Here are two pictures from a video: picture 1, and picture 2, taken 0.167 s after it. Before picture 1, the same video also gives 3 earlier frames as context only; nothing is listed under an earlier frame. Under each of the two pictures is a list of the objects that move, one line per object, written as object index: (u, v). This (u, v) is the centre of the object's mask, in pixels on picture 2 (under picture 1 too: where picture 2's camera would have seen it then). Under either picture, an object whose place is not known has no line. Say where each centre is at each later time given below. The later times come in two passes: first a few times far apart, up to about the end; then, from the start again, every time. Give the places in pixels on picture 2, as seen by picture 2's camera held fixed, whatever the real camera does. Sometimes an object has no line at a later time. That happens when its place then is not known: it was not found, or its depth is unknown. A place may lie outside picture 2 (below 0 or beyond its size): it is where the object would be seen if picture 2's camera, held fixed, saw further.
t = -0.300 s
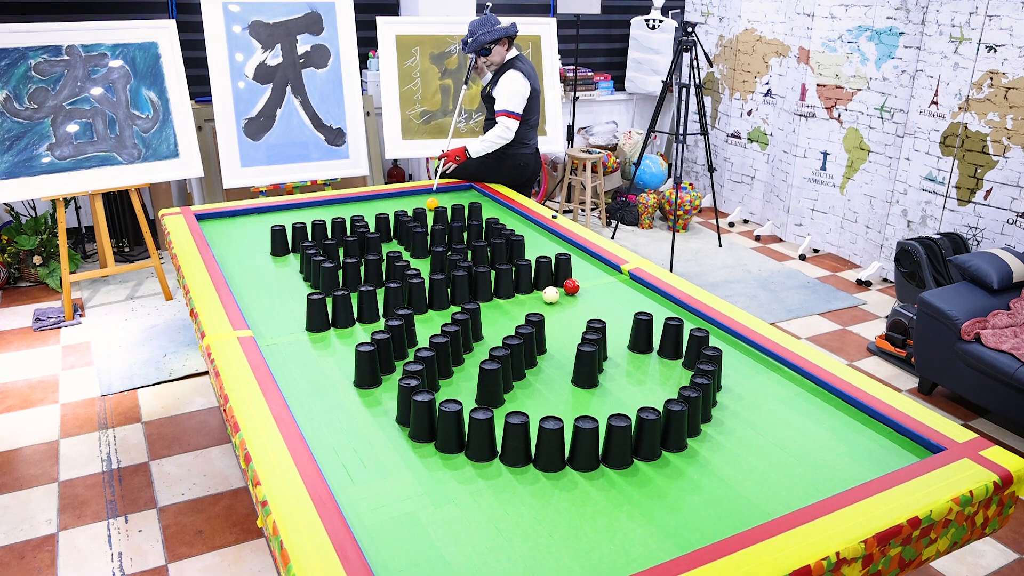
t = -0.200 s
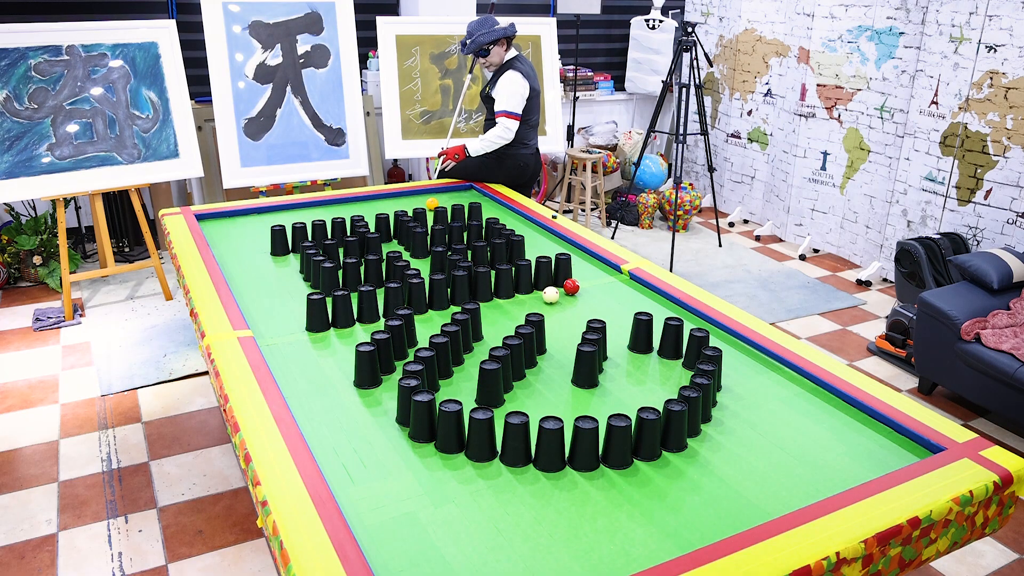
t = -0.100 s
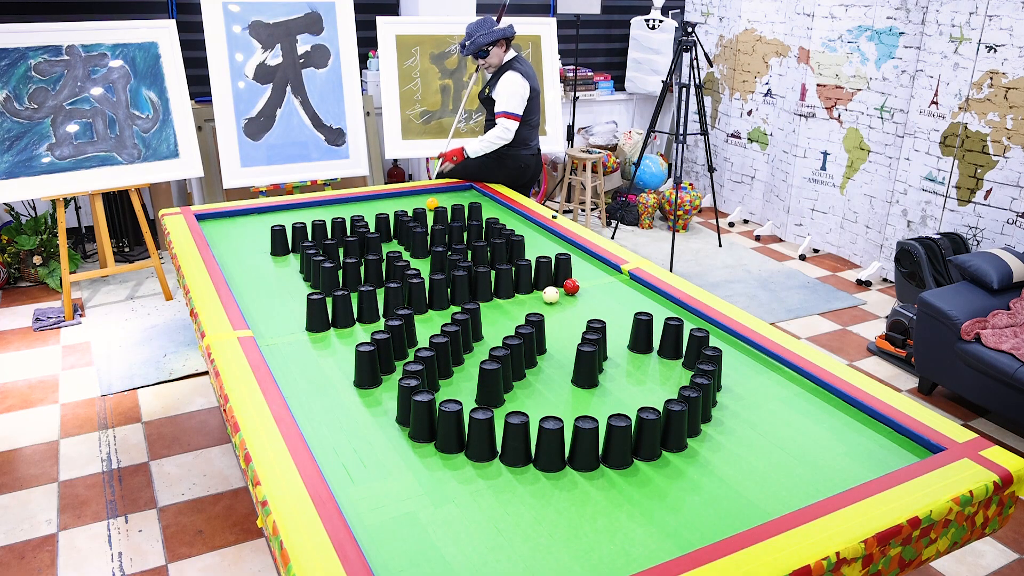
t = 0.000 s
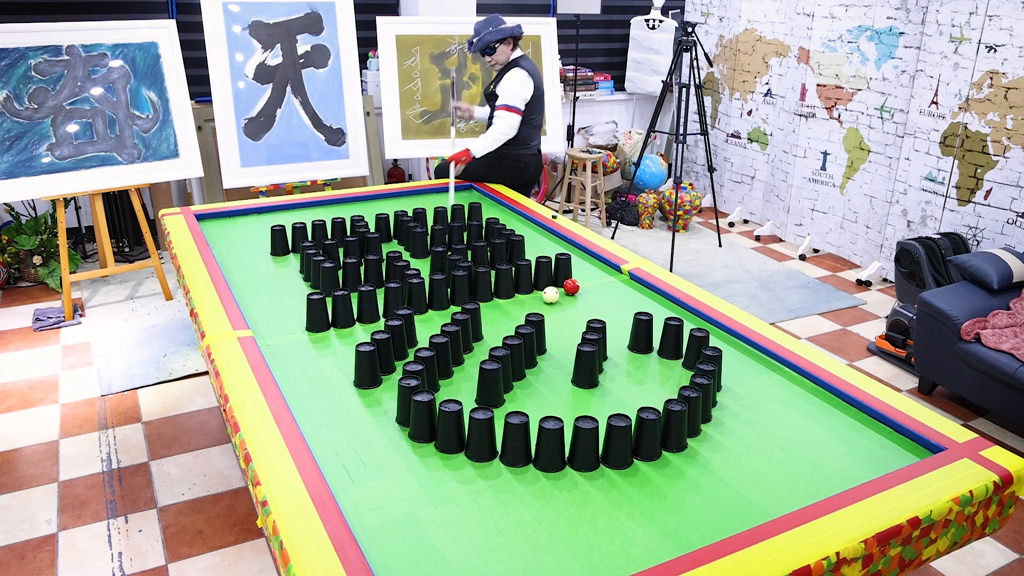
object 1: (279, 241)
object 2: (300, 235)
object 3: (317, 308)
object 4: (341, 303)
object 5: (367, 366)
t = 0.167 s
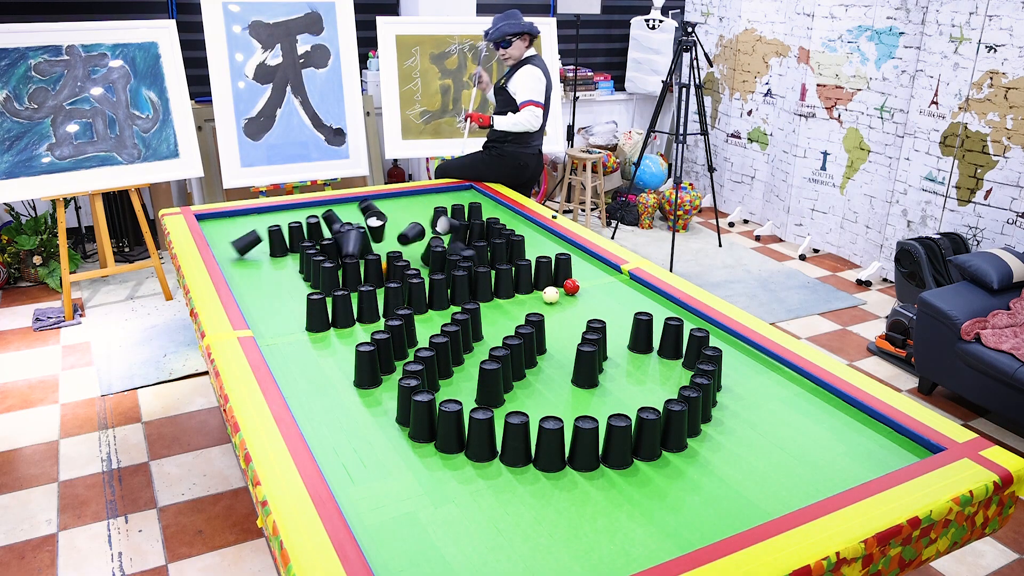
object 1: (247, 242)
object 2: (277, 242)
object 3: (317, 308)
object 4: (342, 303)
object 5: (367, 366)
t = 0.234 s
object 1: (228, 249)
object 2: (269, 242)
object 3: (317, 309)
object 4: (341, 304)
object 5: (367, 366)
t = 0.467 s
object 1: (237, 246)
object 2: (253, 251)
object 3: (283, 316)
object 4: (308, 334)
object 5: (367, 367)
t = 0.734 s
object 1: (242, 244)
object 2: (252, 255)
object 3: (279, 332)
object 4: (289, 363)
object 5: (376, 510)
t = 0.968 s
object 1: (241, 244)
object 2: (251, 255)
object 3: (291, 332)
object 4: (301, 371)
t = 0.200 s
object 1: (237, 245)
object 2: (273, 241)
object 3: (317, 309)
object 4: (342, 303)
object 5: (367, 366)
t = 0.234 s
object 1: (228, 249)
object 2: (269, 242)
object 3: (317, 309)
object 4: (341, 304)
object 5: (367, 366)
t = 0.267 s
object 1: (229, 250)
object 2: (266, 243)
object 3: (317, 309)
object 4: (341, 304)
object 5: (367, 366)
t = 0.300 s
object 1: (231, 248)
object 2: (263, 245)
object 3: (316, 309)
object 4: (340, 303)
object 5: (367, 366)
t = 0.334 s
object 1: (232, 248)
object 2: (261, 248)
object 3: (307, 309)
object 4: (334, 306)
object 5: (367, 366)
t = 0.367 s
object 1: (234, 248)
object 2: (257, 251)
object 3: (299, 309)
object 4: (327, 310)
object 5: (367, 366)
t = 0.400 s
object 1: (235, 247)
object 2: (255, 250)
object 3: (291, 310)
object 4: (321, 318)
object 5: (367, 366)
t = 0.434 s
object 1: (235, 247)
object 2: (254, 250)
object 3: (286, 312)
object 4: (314, 324)
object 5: (367, 367)
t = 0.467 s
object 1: (237, 246)
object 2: (253, 251)
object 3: (283, 316)
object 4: (308, 334)
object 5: (367, 367)
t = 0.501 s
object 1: (239, 245)
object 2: (252, 254)
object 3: (281, 320)
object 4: (300, 342)
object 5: (367, 374)
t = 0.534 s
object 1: (239, 244)
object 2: (252, 253)
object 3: (276, 324)
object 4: (295, 343)
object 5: (367, 389)
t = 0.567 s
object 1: (240, 244)
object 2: (251, 254)
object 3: (276, 324)
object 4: (291, 347)
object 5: (368, 409)
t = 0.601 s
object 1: (241, 244)
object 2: (251, 254)
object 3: (276, 325)
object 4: (287, 352)
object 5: (373, 428)
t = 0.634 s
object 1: (241, 244)
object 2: (251, 254)
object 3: (276, 327)
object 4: (283, 352)
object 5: (373, 450)
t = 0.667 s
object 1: (242, 244)
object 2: (252, 255)
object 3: (277, 328)
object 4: (282, 355)
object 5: (373, 469)
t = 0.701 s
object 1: (242, 244)
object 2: (252, 255)
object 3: (278, 330)
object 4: (285, 361)
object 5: (374, 489)
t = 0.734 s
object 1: (242, 244)
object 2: (252, 255)
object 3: (279, 332)
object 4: (289, 363)
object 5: (376, 510)
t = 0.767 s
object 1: (242, 244)
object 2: (252, 255)
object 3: (281, 333)
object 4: (293, 368)
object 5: (384, 530)
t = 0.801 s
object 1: (242, 244)
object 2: (252, 255)
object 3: (283, 333)
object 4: (296, 368)
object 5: (393, 541)
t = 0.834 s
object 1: (242, 244)
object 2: (252, 255)
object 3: (284, 333)
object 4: (298, 368)
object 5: (402, 545)
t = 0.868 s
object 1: (242, 244)
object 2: (252, 255)
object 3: (286, 332)
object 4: (299, 369)
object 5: (413, 552)
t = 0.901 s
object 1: (242, 244)
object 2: (251, 255)
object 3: (288, 332)
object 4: (300, 370)
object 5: (427, 561)
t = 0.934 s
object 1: (242, 244)
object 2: (251, 255)
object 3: (289, 332)
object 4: (301, 370)
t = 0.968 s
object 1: (241, 244)
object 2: (251, 255)
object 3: (291, 332)
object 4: (301, 371)
